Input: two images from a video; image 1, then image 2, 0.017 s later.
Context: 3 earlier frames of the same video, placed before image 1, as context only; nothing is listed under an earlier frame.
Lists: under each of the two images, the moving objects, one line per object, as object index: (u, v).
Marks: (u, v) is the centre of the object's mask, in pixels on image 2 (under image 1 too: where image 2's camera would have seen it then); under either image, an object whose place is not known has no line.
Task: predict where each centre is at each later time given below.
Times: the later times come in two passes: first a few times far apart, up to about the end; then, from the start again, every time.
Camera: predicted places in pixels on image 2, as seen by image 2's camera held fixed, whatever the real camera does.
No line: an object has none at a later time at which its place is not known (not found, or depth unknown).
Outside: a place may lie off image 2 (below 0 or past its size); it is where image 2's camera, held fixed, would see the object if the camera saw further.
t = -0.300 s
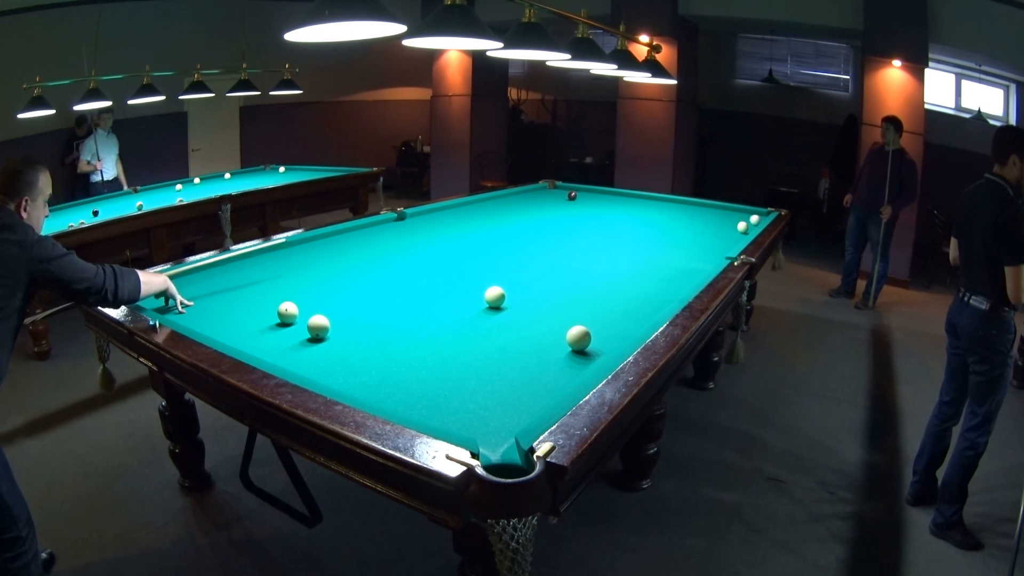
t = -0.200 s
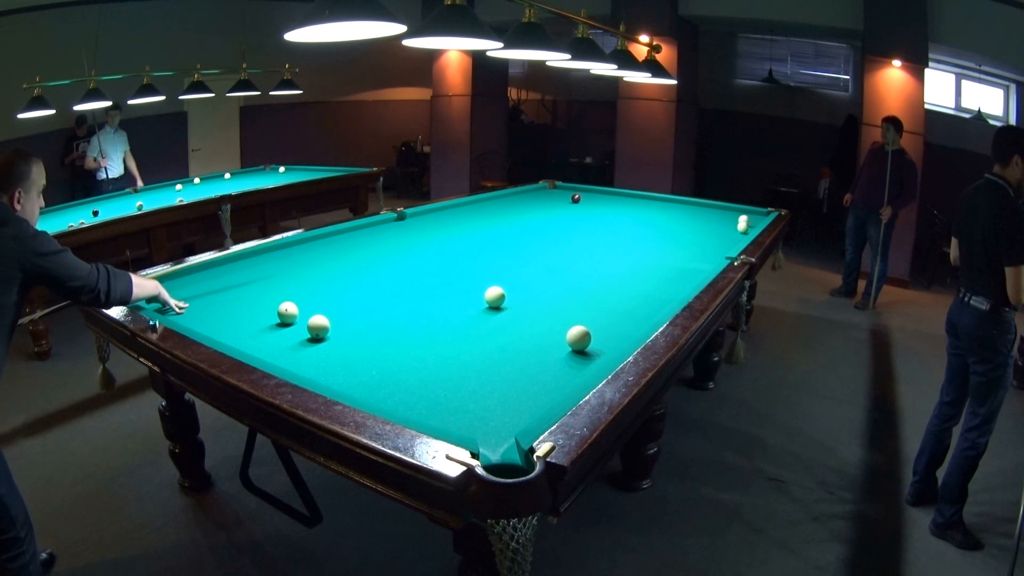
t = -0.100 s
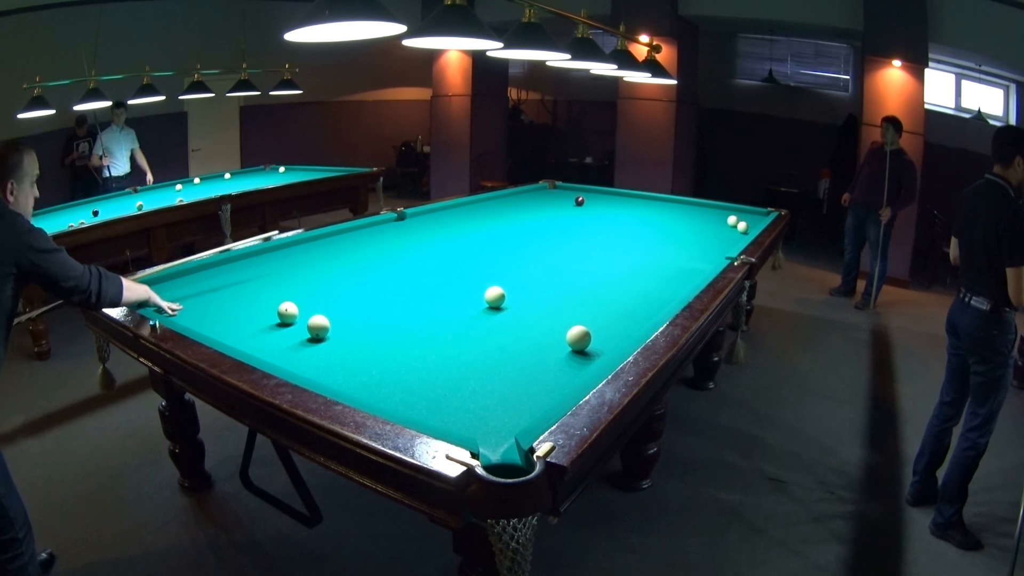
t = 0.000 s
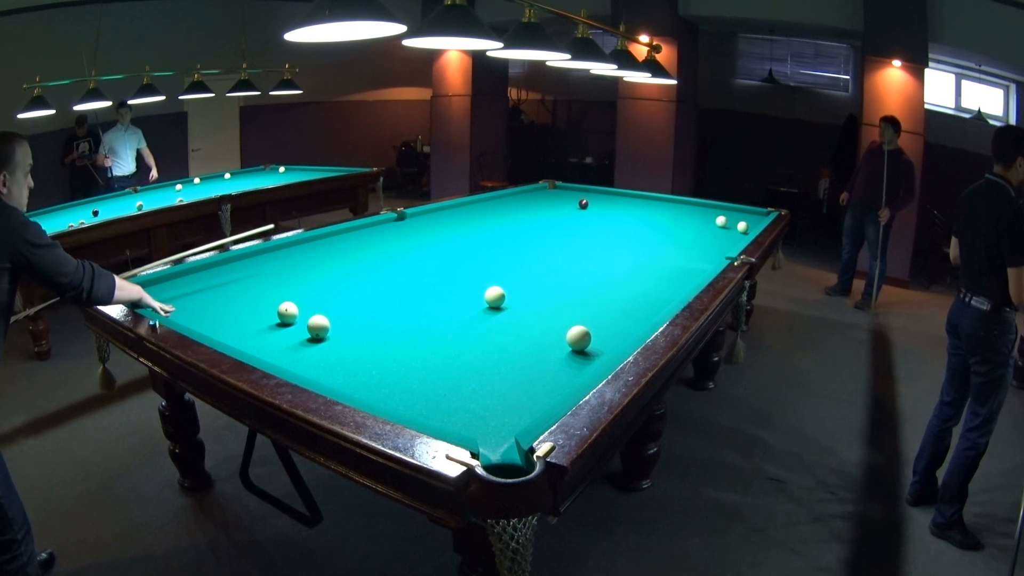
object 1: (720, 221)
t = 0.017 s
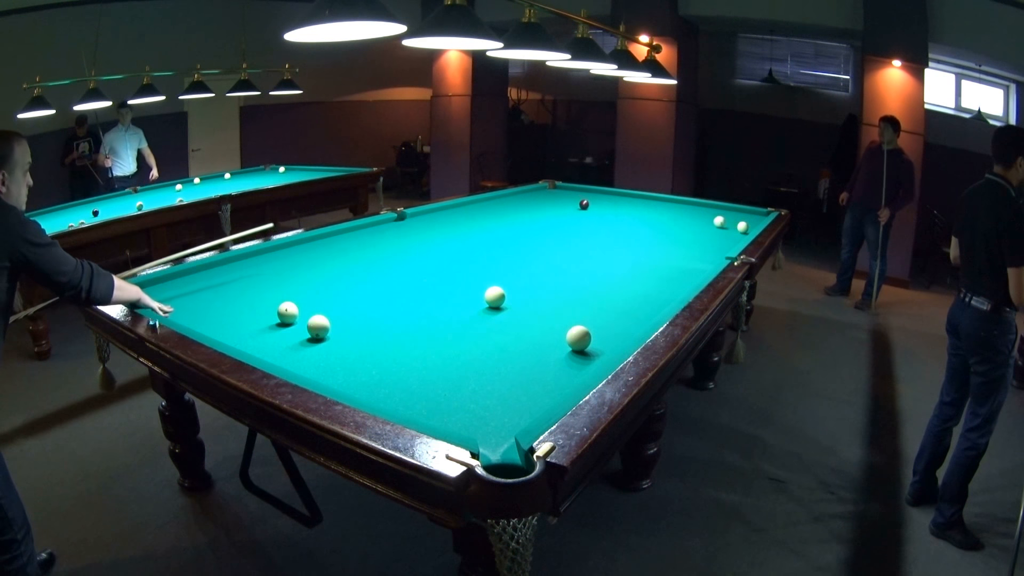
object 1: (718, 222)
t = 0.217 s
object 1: (695, 223)
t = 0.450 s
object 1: (664, 225)
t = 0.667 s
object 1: (634, 228)
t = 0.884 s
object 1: (601, 230)
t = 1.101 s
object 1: (566, 233)
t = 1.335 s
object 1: (527, 236)
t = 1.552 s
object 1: (488, 239)
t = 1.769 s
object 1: (447, 243)
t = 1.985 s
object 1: (406, 247)
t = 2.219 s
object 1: (360, 252)
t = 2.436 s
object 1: (318, 257)
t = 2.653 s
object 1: (275, 262)
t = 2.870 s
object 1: (234, 267)
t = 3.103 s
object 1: (190, 273)
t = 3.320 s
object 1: (163, 280)
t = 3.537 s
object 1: (148, 288)
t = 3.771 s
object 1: (132, 294)
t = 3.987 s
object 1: (145, 295)
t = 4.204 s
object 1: (161, 292)
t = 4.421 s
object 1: (177, 290)
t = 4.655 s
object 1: (193, 289)
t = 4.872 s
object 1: (207, 286)
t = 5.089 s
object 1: (220, 285)
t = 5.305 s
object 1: (233, 283)
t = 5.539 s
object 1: (246, 282)
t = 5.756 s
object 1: (256, 280)
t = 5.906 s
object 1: (263, 279)
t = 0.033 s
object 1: (717, 222)
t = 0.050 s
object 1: (715, 222)
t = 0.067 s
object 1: (713, 222)
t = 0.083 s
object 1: (710, 222)
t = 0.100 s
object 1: (708, 222)
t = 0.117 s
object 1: (707, 222)
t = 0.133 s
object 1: (705, 223)
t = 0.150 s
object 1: (703, 223)
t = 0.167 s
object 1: (701, 223)
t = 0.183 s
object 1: (698, 223)
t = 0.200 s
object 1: (697, 223)
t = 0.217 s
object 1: (695, 223)
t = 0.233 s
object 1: (693, 224)
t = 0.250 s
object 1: (690, 224)
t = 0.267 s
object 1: (688, 224)
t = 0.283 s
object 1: (686, 224)
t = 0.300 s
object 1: (684, 224)
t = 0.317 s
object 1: (682, 224)
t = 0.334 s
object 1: (680, 224)
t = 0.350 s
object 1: (678, 225)
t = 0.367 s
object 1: (675, 225)
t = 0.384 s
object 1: (673, 225)
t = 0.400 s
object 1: (671, 225)
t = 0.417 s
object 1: (669, 225)
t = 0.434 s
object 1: (666, 225)
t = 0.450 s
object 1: (664, 225)
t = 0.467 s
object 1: (662, 226)
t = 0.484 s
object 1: (660, 226)
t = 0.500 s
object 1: (657, 226)
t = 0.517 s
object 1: (655, 226)
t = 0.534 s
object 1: (653, 226)
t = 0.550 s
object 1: (650, 227)
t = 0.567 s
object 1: (648, 227)
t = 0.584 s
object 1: (646, 227)
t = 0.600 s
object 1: (643, 227)
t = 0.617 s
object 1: (641, 227)
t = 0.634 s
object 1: (639, 227)
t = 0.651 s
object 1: (636, 227)
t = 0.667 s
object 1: (634, 228)
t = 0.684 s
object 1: (632, 228)
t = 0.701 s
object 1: (630, 228)
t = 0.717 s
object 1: (628, 227)
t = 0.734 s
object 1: (627, 227)
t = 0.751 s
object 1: (624, 225)
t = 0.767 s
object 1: (618, 225)
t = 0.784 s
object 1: (615, 227)
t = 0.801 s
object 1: (613, 228)
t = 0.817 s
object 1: (611, 229)
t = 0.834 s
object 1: (609, 229)
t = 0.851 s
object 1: (606, 229)
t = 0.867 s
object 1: (604, 230)
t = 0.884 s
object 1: (601, 230)
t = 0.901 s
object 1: (598, 230)
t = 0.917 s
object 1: (596, 230)
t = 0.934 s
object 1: (593, 230)
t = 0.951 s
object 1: (591, 231)
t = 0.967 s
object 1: (588, 231)
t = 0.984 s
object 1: (585, 231)
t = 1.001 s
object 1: (583, 231)
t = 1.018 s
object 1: (580, 231)
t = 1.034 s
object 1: (577, 232)
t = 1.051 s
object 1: (575, 232)
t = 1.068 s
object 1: (572, 232)
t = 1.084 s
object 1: (569, 232)
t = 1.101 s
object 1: (566, 233)
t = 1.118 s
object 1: (563, 233)
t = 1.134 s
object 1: (560, 233)
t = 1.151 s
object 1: (558, 233)
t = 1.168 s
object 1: (555, 234)
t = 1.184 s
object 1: (552, 234)
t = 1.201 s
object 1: (550, 234)
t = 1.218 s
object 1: (547, 234)
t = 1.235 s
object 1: (544, 234)
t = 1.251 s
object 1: (541, 235)
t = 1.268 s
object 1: (538, 235)
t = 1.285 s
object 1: (535, 235)
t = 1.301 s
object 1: (532, 235)
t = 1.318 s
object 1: (530, 236)
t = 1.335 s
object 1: (527, 236)
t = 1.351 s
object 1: (524, 236)
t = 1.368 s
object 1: (521, 236)
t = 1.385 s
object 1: (518, 236)
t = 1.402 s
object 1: (515, 237)
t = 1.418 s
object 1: (512, 237)
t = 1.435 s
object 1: (509, 237)
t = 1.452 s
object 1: (506, 237)
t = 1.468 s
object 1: (503, 238)
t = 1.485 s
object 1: (500, 238)
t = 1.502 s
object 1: (497, 238)
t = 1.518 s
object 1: (494, 239)
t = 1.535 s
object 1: (491, 239)
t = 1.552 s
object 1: (488, 239)
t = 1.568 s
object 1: (485, 239)
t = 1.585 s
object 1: (482, 240)
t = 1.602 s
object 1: (479, 240)
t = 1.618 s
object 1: (476, 240)
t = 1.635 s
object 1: (473, 241)
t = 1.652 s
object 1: (469, 241)
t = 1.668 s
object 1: (466, 241)
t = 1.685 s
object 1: (463, 242)
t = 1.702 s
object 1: (460, 242)
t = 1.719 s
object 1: (457, 242)
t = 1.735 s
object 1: (454, 242)
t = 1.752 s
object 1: (450, 243)
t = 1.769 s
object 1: (447, 243)
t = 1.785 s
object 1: (444, 243)
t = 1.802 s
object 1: (441, 244)
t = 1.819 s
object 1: (438, 244)
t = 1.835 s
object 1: (435, 244)
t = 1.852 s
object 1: (432, 244)
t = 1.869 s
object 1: (428, 245)
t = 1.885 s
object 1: (425, 245)
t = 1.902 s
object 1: (422, 245)
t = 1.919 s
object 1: (419, 246)
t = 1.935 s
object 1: (416, 246)
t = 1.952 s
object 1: (412, 246)
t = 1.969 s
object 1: (409, 247)
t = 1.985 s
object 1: (406, 247)
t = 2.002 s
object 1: (403, 247)
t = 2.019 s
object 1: (400, 248)
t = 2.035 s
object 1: (396, 248)
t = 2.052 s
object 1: (393, 248)
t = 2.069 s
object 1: (390, 249)
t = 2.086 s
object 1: (386, 249)
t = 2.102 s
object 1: (383, 250)
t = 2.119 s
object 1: (380, 250)
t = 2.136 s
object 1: (377, 250)
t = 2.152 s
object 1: (373, 250)
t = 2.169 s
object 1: (370, 251)
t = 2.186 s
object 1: (367, 251)
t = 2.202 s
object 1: (364, 252)
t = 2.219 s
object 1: (360, 252)
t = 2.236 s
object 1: (357, 252)
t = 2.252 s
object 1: (354, 253)
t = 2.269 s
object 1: (351, 253)
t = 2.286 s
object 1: (347, 253)
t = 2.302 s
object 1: (344, 254)
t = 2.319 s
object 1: (341, 254)
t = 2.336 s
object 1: (337, 254)
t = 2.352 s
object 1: (334, 255)
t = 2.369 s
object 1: (331, 255)
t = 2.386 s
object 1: (328, 256)
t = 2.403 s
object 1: (324, 256)
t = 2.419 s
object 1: (321, 256)
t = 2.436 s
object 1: (318, 257)
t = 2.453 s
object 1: (315, 257)
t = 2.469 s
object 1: (311, 258)
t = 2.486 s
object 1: (308, 258)
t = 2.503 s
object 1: (305, 258)
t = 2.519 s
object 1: (302, 258)
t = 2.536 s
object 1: (298, 259)
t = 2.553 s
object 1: (295, 259)
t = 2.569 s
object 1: (292, 260)
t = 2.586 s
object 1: (289, 260)
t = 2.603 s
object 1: (285, 261)
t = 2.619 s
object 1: (282, 261)
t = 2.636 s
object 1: (279, 262)
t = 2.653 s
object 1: (275, 262)
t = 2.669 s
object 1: (272, 262)
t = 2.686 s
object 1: (269, 263)
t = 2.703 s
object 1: (266, 263)
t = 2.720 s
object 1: (262, 263)
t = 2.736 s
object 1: (259, 264)
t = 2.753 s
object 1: (256, 264)
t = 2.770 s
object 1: (253, 265)
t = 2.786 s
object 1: (249, 265)
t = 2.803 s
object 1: (246, 266)
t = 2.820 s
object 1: (243, 266)
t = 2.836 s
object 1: (240, 266)
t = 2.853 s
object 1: (237, 267)
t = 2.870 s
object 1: (234, 267)
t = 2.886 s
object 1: (230, 267)
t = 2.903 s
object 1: (227, 268)
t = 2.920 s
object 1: (224, 269)
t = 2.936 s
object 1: (221, 269)
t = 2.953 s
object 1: (218, 269)
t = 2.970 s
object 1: (215, 270)
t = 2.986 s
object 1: (212, 270)
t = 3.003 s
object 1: (209, 271)
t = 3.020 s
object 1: (206, 271)
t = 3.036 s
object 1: (202, 271)
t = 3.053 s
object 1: (200, 272)
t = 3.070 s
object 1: (197, 272)
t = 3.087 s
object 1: (193, 273)
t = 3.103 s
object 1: (190, 273)
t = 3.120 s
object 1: (187, 274)
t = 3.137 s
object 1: (184, 274)
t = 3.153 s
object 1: (181, 274)
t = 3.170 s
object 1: (178, 275)
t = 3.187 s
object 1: (175, 275)
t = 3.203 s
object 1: (172, 276)
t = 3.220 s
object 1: (170, 276)
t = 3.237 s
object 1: (169, 277)
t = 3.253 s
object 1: (168, 278)
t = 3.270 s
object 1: (166, 278)
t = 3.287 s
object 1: (165, 279)
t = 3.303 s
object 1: (164, 280)
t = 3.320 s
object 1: (163, 280)
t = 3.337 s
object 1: (162, 281)
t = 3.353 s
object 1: (161, 281)
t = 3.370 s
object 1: (160, 282)
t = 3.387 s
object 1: (159, 282)
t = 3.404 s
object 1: (157, 283)
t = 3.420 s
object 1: (156, 284)
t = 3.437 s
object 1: (155, 284)
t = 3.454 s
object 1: (154, 285)
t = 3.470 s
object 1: (152, 285)
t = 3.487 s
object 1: (151, 286)
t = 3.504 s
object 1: (150, 287)
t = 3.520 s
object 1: (149, 287)
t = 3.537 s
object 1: (148, 288)
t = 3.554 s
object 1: (147, 288)
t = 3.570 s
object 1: (145, 289)
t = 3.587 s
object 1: (144, 289)
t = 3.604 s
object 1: (143, 290)
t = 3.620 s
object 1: (142, 291)
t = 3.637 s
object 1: (140, 292)
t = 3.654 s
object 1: (139, 292)
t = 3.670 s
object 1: (138, 292)
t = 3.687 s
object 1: (137, 293)
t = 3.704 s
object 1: (136, 293)
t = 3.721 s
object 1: (135, 294)
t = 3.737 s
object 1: (133, 294)
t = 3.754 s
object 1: (132, 294)
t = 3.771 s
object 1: (132, 294)
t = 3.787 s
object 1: (130, 295)
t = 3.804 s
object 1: (131, 295)
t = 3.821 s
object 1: (132, 295)
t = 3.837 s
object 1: (134, 294)
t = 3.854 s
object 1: (135, 294)
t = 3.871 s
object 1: (136, 294)
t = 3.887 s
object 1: (137, 295)
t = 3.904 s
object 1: (139, 295)
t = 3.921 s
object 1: (140, 295)
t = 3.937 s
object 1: (141, 295)
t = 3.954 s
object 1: (142, 295)
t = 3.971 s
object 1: (143, 295)
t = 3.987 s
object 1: (145, 295)
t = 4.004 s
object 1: (146, 295)
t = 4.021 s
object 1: (147, 294)
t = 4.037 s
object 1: (148, 294)
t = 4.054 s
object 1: (150, 294)
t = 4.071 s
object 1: (151, 294)
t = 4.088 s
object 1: (152, 294)
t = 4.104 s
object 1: (153, 294)
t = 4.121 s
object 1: (154, 293)
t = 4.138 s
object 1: (156, 293)
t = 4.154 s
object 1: (157, 293)
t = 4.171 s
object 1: (158, 293)
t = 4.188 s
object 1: (159, 293)
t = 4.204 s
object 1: (161, 292)
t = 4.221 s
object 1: (162, 292)
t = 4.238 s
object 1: (163, 292)
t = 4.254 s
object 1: (164, 292)
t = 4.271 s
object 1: (165, 292)
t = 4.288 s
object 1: (167, 292)
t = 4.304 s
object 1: (168, 291)
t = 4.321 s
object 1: (169, 291)
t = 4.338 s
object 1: (170, 291)
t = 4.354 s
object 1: (172, 291)
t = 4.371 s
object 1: (173, 291)
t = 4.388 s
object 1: (174, 291)
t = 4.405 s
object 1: (175, 291)
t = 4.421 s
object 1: (177, 290)
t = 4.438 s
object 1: (178, 290)
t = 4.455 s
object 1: (179, 290)
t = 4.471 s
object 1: (180, 290)
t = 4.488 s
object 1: (181, 290)
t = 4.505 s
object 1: (182, 290)
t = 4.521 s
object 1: (184, 290)
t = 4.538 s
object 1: (185, 290)
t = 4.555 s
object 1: (186, 289)
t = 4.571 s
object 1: (187, 289)
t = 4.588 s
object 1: (188, 289)
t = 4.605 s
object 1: (189, 289)
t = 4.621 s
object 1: (190, 289)
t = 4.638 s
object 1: (191, 289)
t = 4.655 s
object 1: (193, 289)
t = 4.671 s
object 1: (194, 288)
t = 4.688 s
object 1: (195, 288)
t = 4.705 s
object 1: (196, 288)
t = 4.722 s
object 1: (197, 288)
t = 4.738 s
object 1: (198, 288)
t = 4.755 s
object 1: (199, 288)
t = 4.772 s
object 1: (200, 287)
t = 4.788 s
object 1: (201, 287)
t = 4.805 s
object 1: (202, 287)
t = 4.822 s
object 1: (203, 287)
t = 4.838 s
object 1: (205, 287)
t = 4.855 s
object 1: (206, 286)
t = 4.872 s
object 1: (207, 286)
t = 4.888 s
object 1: (208, 286)
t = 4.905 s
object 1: (209, 286)
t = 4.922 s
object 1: (210, 286)
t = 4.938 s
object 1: (211, 286)
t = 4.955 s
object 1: (212, 286)
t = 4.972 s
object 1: (213, 286)
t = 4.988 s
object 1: (214, 285)
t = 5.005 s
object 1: (215, 285)
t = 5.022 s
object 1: (216, 285)
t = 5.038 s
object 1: (217, 285)
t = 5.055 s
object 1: (218, 285)
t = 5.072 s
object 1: (219, 285)
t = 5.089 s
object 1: (220, 285)
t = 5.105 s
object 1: (221, 285)
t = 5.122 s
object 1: (222, 284)
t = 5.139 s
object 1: (223, 284)
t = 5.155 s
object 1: (224, 284)
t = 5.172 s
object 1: (225, 284)
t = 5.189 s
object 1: (226, 284)
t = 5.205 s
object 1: (227, 284)
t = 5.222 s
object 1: (228, 284)
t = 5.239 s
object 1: (229, 284)
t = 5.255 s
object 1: (230, 283)
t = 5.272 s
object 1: (231, 283)
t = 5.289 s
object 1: (232, 283)
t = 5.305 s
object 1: (233, 283)
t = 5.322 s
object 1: (234, 283)
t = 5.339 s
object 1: (235, 283)
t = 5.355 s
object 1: (236, 283)
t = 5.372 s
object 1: (237, 283)
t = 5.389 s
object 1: (238, 283)
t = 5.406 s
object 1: (239, 283)
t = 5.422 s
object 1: (240, 282)
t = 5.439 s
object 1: (241, 282)
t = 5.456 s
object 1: (241, 282)
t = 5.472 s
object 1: (242, 282)
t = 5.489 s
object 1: (243, 282)
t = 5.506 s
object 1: (244, 282)
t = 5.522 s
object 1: (245, 282)
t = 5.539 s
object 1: (246, 282)
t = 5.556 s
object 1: (246, 282)
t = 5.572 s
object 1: (247, 281)
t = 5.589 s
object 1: (248, 281)
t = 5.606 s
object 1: (249, 281)
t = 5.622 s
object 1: (250, 281)
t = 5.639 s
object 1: (251, 281)
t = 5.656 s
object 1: (252, 281)
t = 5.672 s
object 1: (252, 281)
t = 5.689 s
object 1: (253, 281)
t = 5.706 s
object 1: (254, 281)
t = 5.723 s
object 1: (255, 281)
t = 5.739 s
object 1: (255, 280)
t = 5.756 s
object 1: (256, 280)
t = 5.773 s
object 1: (257, 280)
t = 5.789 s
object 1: (258, 280)
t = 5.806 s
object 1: (259, 280)
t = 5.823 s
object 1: (260, 280)
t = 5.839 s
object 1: (260, 280)
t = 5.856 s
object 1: (261, 280)
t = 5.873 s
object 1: (262, 280)
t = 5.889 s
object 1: (263, 280)
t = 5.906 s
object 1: (263, 279)
